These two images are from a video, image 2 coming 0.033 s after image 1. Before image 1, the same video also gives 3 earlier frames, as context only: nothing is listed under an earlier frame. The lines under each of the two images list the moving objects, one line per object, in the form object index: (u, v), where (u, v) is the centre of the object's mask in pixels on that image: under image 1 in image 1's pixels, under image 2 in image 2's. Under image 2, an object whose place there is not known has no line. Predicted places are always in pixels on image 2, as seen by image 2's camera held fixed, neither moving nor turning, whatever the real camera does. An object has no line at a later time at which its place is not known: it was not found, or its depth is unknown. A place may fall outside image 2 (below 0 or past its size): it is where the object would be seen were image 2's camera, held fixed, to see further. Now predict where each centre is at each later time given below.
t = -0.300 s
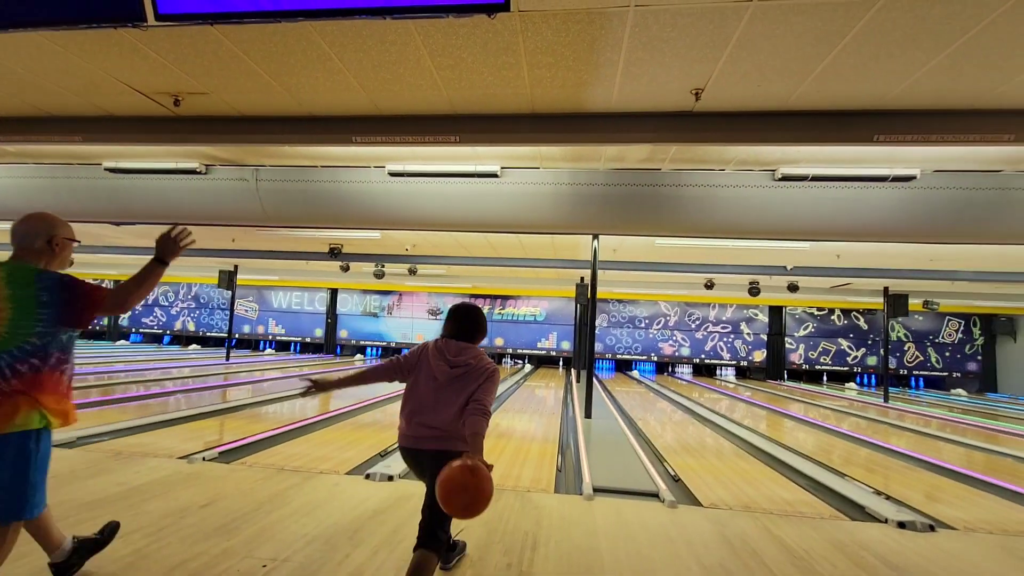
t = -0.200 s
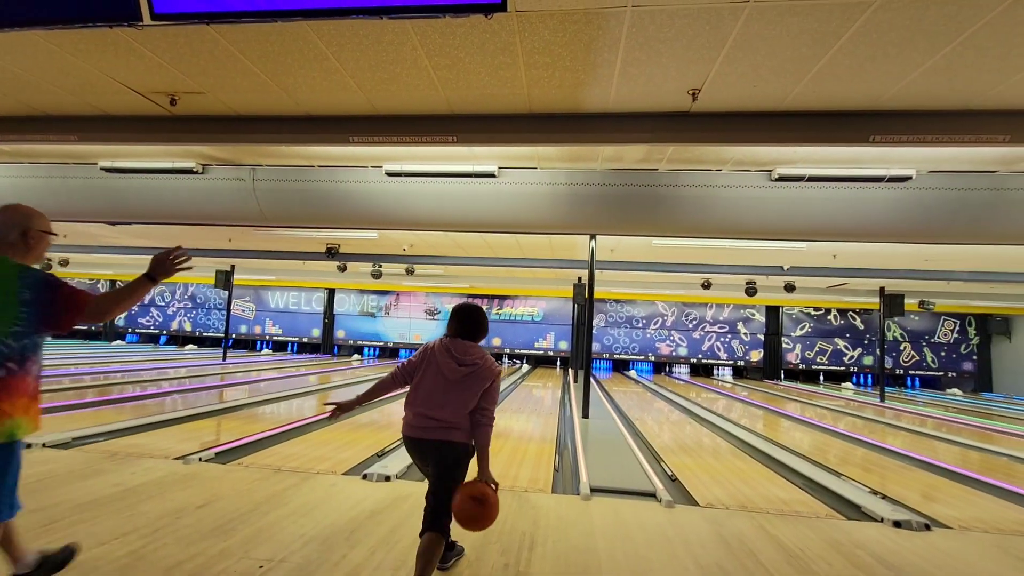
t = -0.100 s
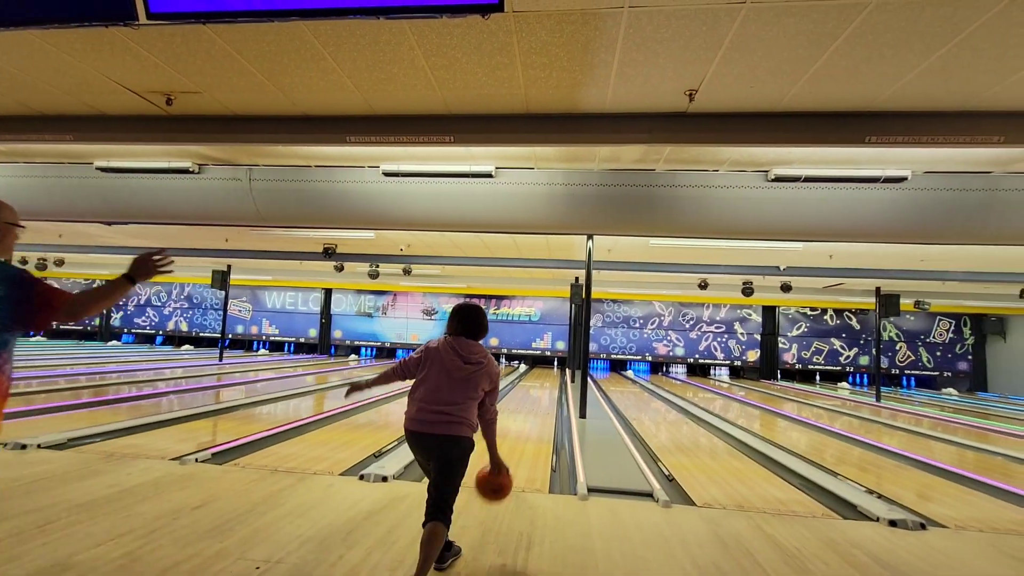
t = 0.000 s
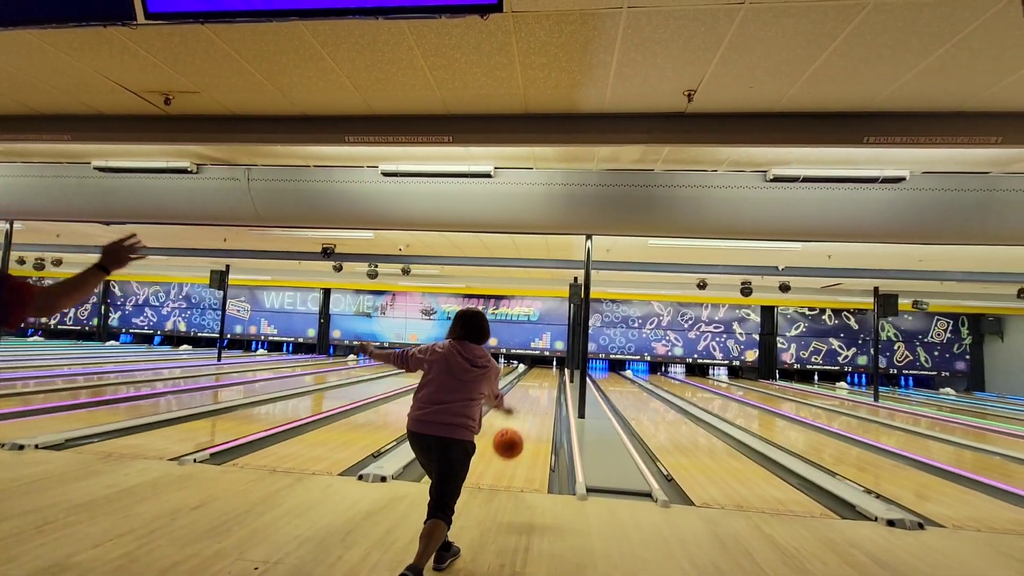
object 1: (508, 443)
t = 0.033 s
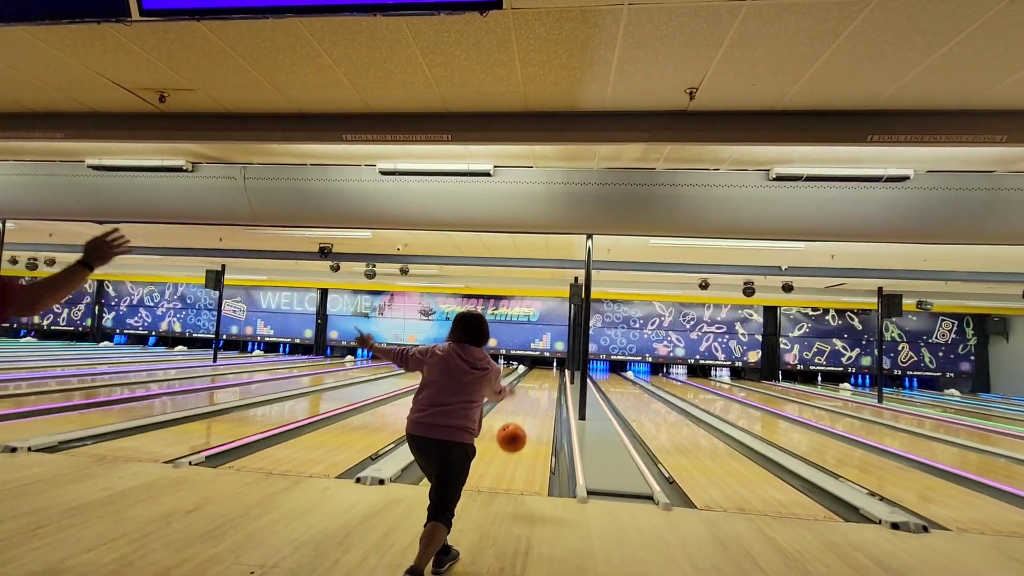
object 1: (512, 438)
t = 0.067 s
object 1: (514, 431)
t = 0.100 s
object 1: (517, 427)
